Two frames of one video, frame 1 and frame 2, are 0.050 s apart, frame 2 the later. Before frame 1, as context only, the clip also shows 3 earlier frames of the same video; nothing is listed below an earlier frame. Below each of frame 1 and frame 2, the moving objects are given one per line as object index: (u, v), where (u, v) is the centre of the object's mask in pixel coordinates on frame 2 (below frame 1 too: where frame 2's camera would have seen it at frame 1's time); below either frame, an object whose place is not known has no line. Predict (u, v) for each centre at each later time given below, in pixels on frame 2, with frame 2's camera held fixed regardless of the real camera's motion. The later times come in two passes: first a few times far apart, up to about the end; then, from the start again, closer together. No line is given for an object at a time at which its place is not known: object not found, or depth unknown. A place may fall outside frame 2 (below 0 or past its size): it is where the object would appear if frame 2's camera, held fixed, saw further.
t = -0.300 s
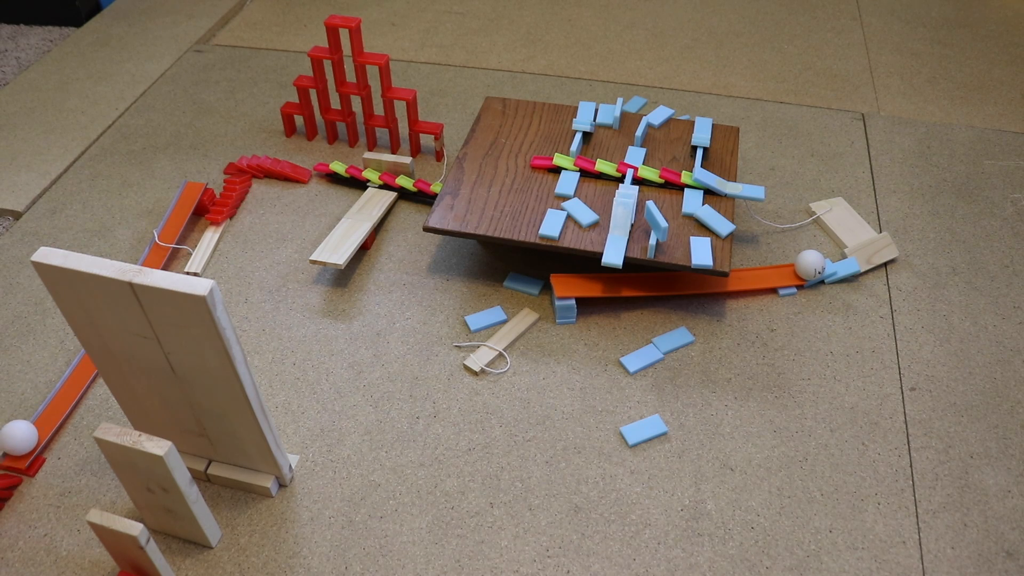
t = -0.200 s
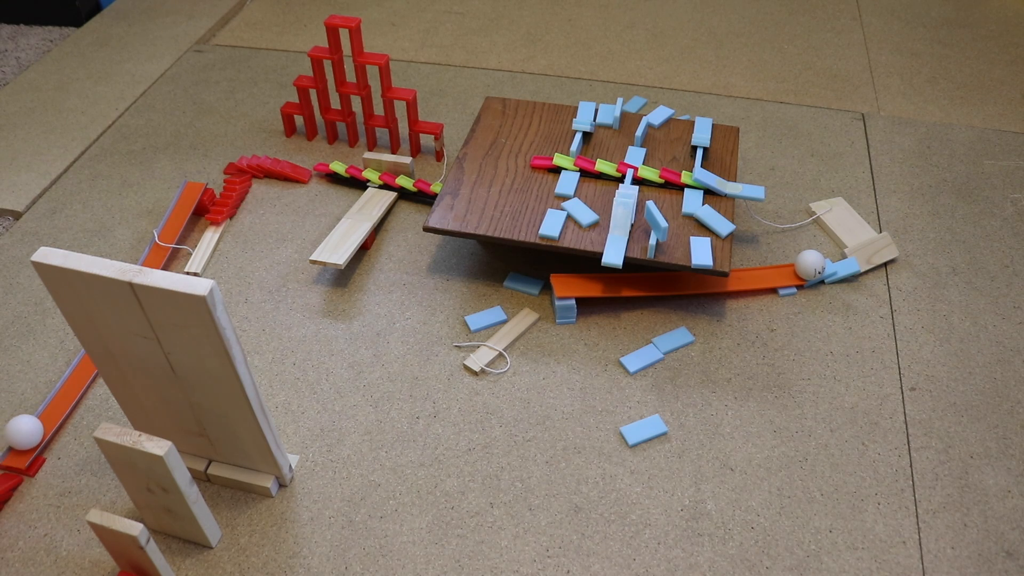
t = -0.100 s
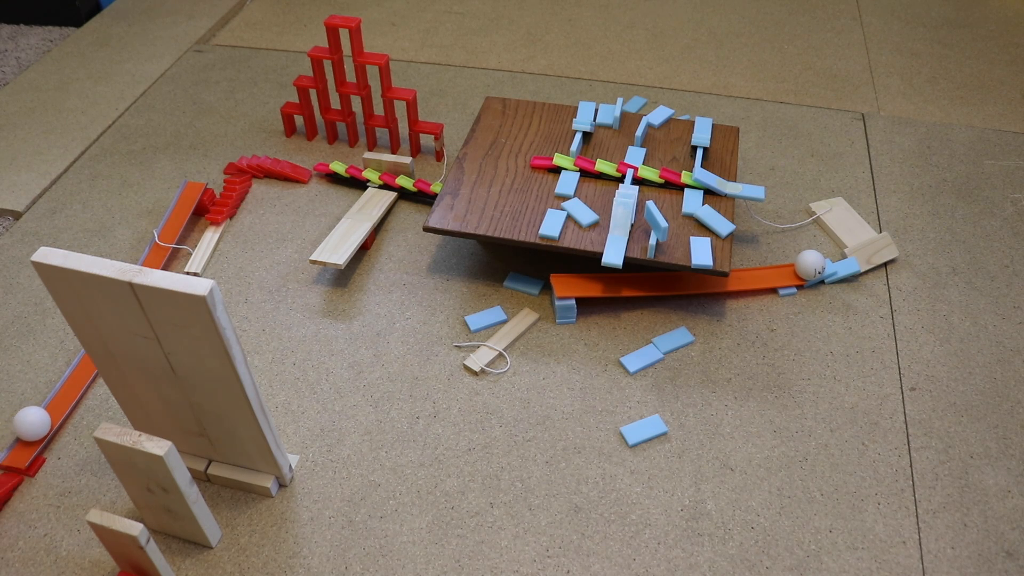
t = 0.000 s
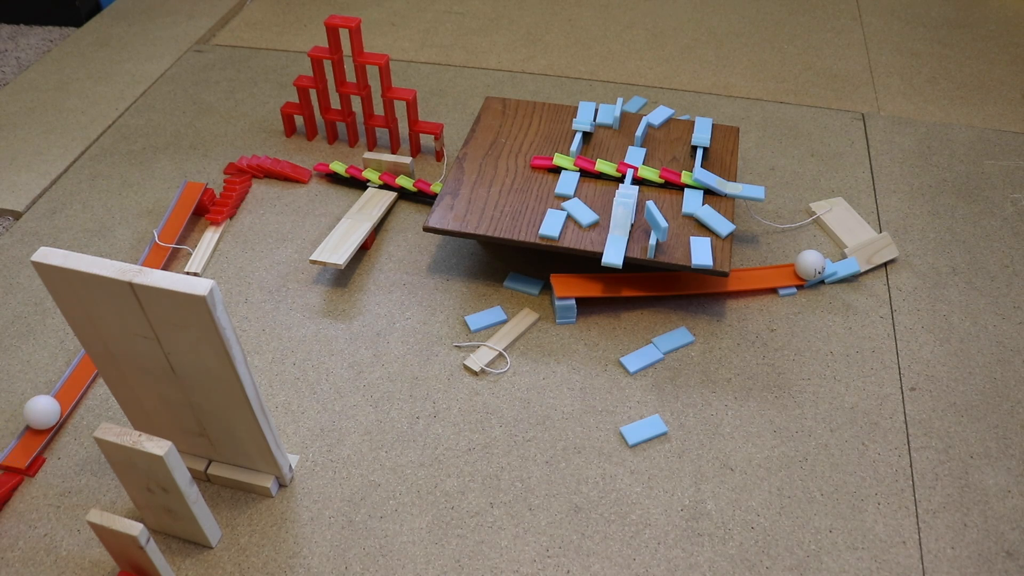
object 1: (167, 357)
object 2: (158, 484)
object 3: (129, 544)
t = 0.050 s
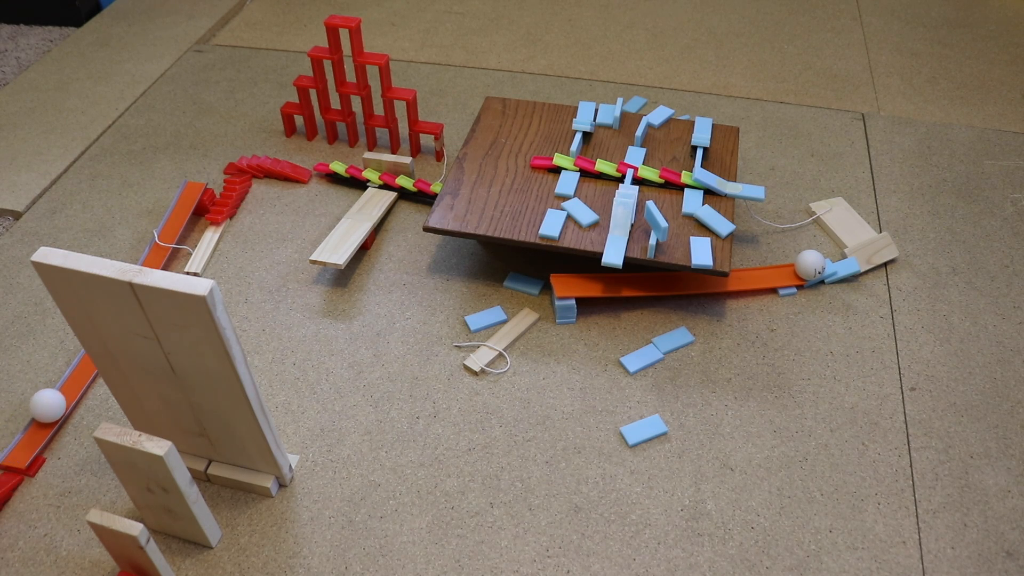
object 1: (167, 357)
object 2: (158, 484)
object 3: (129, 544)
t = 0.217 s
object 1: (167, 357)
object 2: (159, 483)
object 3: (134, 536)
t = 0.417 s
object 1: (167, 354)
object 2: (166, 468)
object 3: (153, 520)
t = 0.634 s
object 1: (168, 342)
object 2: (184, 446)
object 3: (164, 514)
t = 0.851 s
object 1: (181, 328)
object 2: (191, 441)
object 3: (167, 513)
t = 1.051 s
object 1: (211, 305)
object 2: (204, 433)
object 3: (173, 513)
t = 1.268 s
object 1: (287, 333)
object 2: (221, 431)
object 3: (179, 515)
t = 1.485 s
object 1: (291, 337)
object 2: (220, 434)
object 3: (179, 515)
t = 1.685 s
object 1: (291, 338)
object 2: (220, 434)
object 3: (179, 515)
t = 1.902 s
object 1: (291, 338)
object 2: (220, 434)
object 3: (179, 515)
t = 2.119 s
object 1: (291, 338)
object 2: (220, 434)
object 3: (179, 515)
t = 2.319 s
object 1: (291, 338)
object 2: (220, 434)
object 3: (179, 515)
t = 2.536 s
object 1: (291, 338)
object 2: (220, 434)
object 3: (179, 515)
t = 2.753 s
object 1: (291, 338)
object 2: (220, 434)
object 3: (179, 515)
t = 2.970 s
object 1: (291, 338)
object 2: (220, 434)
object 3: (179, 515)
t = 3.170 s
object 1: (291, 338)
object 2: (220, 434)
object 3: (179, 515)
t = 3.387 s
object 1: (291, 338)
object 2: (220, 434)
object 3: (179, 515)
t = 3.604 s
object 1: (291, 338)
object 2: (220, 434)
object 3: (179, 515)
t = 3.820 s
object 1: (291, 338)
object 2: (220, 434)
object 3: (179, 515)
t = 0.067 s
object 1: (167, 357)
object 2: (158, 484)
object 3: (129, 544)
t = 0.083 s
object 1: (167, 357)
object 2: (158, 484)
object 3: (129, 544)
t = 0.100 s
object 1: (167, 357)
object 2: (158, 484)
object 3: (129, 544)
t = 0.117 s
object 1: (167, 357)
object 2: (158, 484)
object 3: (129, 544)
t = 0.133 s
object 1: (167, 357)
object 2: (158, 484)
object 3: (129, 544)
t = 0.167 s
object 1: (167, 357)
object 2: (158, 484)
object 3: (129, 541)
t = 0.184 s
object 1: (167, 357)
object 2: (159, 484)
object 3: (131, 539)
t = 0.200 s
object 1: (167, 357)
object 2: (159, 483)
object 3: (132, 538)
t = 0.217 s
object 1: (167, 357)
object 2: (159, 483)
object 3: (134, 536)
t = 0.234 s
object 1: (167, 357)
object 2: (159, 482)
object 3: (136, 534)
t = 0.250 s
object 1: (167, 357)
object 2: (159, 482)
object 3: (138, 532)
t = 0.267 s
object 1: (167, 357)
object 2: (159, 480)
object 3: (141, 530)
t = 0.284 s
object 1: (167, 357)
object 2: (160, 479)
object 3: (143, 527)
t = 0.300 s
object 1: (167, 357)
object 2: (160, 478)
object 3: (147, 524)
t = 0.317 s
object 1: (167, 357)
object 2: (161, 477)
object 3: (148, 523)
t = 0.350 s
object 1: (167, 356)
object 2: (162, 475)
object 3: (148, 523)
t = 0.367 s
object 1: (167, 356)
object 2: (163, 473)
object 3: (150, 522)
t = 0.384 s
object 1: (167, 355)
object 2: (164, 472)
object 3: (151, 521)
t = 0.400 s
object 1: (167, 355)
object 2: (165, 470)
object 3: (152, 521)
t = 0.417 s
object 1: (167, 354)
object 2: (166, 468)
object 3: (153, 520)
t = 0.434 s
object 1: (167, 353)
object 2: (167, 466)
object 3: (154, 519)
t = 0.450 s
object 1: (167, 353)
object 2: (169, 464)
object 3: (155, 519)
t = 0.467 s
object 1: (168, 352)
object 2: (170, 462)
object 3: (156, 518)
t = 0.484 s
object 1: (167, 350)
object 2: (172, 459)
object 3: (158, 517)
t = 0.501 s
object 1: (167, 349)
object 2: (174, 456)
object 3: (159, 517)
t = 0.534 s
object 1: (166, 347)
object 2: (180, 449)
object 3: (163, 515)
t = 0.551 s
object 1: (166, 346)
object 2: (182, 447)
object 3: (163, 515)
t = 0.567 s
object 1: (166, 345)
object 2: (183, 447)
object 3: (164, 515)
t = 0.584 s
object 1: (167, 345)
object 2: (183, 447)
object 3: (164, 515)
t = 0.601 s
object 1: (167, 344)
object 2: (183, 447)
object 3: (164, 514)
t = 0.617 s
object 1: (168, 343)
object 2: (184, 447)
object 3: (164, 514)
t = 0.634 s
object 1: (168, 342)
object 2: (184, 446)
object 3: (164, 514)
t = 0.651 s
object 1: (169, 341)
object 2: (185, 446)
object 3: (164, 514)
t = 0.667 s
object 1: (170, 340)
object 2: (185, 446)
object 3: (165, 514)
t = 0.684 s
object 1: (171, 339)
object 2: (186, 445)
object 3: (165, 514)
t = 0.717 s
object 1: (173, 337)
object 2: (187, 445)
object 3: (165, 514)
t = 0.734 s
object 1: (173, 336)
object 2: (187, 444)
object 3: (165, 514)
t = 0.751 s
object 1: (174, 335)
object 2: (187, 444)
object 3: (166, 514)
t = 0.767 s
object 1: (176, 334)
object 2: (188, 443)
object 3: (166, 513)
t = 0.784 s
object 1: (177, 333)
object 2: (188, 443)
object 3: (166, 514)
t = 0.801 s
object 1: (178, 332)
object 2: (189, 442)
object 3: (166, 514)
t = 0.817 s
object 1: (179, 330)
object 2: (189, 442)
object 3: (167, 514)
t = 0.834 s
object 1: (180, 329)
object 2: (190, 441)
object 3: (167, 514)
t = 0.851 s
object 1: (181, 328)
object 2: (191, 441)
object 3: (167, 513)
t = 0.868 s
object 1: (183, 326)
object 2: (191, 440)
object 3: (167, 513)
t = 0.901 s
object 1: (186, 323)
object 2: (193, 439)
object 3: (168, 513)
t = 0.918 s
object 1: (188, 321)
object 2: (194, 439)
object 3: (169, 513)
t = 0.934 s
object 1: (190, 319)
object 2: (195, 438)
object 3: (169, 513)
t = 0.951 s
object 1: (192, 317)
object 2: (196, 437)
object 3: (169, 513)
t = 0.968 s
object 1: (195, 315)
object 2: (197, 436)
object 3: (170, 513)
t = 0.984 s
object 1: (198, 313)
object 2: (198, 436)
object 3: (170, 513)
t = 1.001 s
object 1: (201, 311)
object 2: (199, 435)
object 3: (171, 513)
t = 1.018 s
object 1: (204, 309)
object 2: (201, 435)
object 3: (172, 513)
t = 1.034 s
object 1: (207, 307)
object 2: (202, 434)
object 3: (172, 513)
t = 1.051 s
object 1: (211, 305)
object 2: (204, 433)
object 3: (173, 513)
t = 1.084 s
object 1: (220, 301)
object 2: (207, 432)
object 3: (174, 513)
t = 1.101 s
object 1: (225, 299)
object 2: (209, 432)
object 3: (175, 513)
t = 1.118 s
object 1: (230, 298)
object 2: (211, 432)
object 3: (176, 514)
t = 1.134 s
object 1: (235, 297)
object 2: (213, 431)
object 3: (176, 514)
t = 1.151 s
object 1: (240, 300)
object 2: (215, 432)
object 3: (177, 514)
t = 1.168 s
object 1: (246, 301)
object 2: (217, 431)
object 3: (178, 514)
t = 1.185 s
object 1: (253, 302)
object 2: (218, 431)
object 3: (178, 514)
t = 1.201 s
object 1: (261, 302)
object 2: (219, 430)
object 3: (179, 514)
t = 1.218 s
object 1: (267, 309)
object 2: (220, 431)
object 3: (179, 514)
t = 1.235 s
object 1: (274, 314)
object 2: (221, 431)
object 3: (179, 514)
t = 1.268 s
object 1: (287, 333)
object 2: (221, 431)
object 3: (179, 515)
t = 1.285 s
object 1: (292, 335)
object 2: (221, 431)
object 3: (179, 515)
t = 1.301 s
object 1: (291, 333)
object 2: (220, 431)
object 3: (179, 515)
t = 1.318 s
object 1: (290, 332)
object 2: (220, 432)
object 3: (179, 515)
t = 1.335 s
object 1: (290, 332)
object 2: (220, 432)
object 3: (179, 515)
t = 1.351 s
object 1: (290, 333)
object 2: (220, 433)
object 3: (179, 515)
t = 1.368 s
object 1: (291, 334)
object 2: (220, 433)
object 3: (179, 515)
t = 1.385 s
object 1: (291, 335)
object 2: (220, 433)
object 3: (179, 515)
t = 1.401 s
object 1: (291, 335)
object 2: (220, 433)
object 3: (179, 515)
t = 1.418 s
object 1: (291, 336)
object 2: (220, 434)
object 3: (179, 515)
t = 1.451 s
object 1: (292, 337)
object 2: (220, 434)
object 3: (179, 515)
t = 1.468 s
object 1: (291, 337)
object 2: (220, 434)
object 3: (179, 515)
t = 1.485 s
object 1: (291, 337)
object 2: (220, 434)
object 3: (179, 515)
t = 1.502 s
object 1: (291, 338)
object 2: (220, 434)
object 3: (179, 515)
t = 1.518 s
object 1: (291, 338)
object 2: (220, 434)
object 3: (179, 515)
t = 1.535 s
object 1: (291, 338)
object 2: (220, 434)
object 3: (179, 515)
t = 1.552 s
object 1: (291, 338)
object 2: (220, 434)
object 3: (179, 515)
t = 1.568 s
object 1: (291, 338)
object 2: (220, 434)
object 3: (179, 515)
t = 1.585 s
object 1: (291, 338)
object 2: (220, 434)
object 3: (179, 515)
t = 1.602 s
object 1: (291, 338)
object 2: (220, 434)
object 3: (179, 515)
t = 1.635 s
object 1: (291, 338)
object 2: (220, 434)
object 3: (179, 515)
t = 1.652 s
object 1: (291, 338)
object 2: (220, 434)
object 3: (179, 515)
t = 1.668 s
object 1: (291, 338)
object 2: (220, 434)
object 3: (179, 515)
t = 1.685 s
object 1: (291, 338)
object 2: (220, 434)
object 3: (179, 515)
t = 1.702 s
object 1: (291, 338)
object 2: (220, 434)
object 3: (179, 515)
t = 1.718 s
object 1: (291, 338)
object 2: (220, 434)
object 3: (179, 515)
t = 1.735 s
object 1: (291, 338)
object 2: (220, 434)
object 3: (179, 515)
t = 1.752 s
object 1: (291, 338)
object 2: (220, 434)
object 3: (179, 515)
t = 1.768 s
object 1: (291, 338)
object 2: (220, 434)
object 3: (179, 515)
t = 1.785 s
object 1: (291, 338)
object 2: (220, 434)
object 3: (179, 515)
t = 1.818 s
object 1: (291, 338)
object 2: (220, 434)
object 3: (179, 515)
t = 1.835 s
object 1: (291, 338)
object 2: (220, 434)
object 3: (179, 515)
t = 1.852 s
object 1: (291, 338)
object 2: (220, 434)
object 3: (179, 515)
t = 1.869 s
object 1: (291, 338)
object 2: (220, 434)
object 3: (179, 515)
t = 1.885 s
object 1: (291, 338)
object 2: (220, 434)
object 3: (179, 515)
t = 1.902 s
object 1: (291, 338)
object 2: (220, 434)
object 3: (179, 515)
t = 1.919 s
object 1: (291, 338)
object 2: (220, 434)
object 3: (179, 515)
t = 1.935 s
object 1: (291, 338)
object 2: (220, 434)
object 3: (179, 515)
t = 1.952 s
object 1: (291, 338)
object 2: (220, 434)
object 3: (179, 515)
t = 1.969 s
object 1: (291, 338)
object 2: (220, 434)
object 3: (179, 515)
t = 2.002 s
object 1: (291, 338)
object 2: (220, 434)
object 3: (179, 515)
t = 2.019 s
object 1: (291, 338)
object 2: (220, 434)
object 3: (179, 515)
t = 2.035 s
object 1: (291, 338)
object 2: (220, 434)
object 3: (179, 515)
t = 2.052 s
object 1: (291, 338)
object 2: (220, 434)
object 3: (179, 515)
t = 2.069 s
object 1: (291, 338)
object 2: (220, 434)
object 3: (179, 515)
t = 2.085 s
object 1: (291, 338)
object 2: (220, 434)
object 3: (179, 515)
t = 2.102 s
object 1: (291, 338)
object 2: (220, 434)
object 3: (179, 515)
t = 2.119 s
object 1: (291, 338)
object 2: (220, 434)
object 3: (179, 515)
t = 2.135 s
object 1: (291, 338)
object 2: (220, 434)
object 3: (179, 515)
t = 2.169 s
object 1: (291, 338)
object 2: (220, 434)
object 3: (179, 515)
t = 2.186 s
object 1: (291, 338)
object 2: (220, 434)
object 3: (179, 515)
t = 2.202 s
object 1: (291, 338)
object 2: (220, 434)
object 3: (179, 515)
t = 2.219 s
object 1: (291, 338)
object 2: (220, 434)
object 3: (179, 515)
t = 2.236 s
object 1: (291, 338)
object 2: (220, 434)
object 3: (179, 515)
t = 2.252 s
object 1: (291, 338)
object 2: (220, 434)
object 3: (179, 515)
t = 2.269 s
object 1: (291, 338)
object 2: (220, 434)
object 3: (179, 515)
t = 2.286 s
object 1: (291, 338)
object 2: (220, 434)
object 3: (179, 515)
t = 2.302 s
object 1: (291, 338)
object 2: (220, 434)
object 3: (179, 515)
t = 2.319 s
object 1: (291, 338)
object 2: (220, 434)
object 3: (179, 515)
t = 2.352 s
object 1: (291, 338)
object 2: (220, 434)
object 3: (179, 515)
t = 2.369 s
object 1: (291, 338)
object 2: (220, 434)
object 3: (179, 515)
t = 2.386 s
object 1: (291, 338)
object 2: (220, 434)
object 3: (179, 515)
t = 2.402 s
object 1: (291, 338)
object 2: (220, 434)
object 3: (179, 515)
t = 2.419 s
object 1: (291, 338)
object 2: (220, 434)
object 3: (179, 515)
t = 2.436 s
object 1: (291, 338)
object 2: (220, 434)
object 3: (179, 515)
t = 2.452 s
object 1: (291, 338)
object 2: (220, 434)
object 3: (179, 515)
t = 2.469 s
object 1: (291, 338)
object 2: (220, 434)
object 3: (179, 515)
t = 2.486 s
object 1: (291, 338)
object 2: (220, 434)
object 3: (179, 515)
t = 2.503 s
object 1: (291, 338)
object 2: (220, 434)
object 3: (179, 515)
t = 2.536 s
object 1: (291, 338)
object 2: (220, 434)
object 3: (179, 515)
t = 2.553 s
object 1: (291, 338)
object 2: (220, 434)
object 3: (179, 515)
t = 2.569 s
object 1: (291, 338)
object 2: (220, 435)
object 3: (179, 515)
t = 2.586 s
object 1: (291, 338)
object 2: (220, 434)
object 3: (179, 515)
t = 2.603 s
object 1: (291, 338)
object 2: (220, 434)
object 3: (179, 515)
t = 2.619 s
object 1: (291, 338)
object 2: (220, 434)
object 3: (179, 515)
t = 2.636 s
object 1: (291, 338)
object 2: (220, 434)
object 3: (179, 515)
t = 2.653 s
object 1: (291, 338)
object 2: (220, 434)
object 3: (179, 515)
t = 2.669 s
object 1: (291, 338)
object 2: (220, 434)
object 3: (179, 515)
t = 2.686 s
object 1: (291, 338)
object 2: (220, 434)
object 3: (179, 515)
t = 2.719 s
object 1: (291, 338)
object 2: (220, 434)
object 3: (179, 515)
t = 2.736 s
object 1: (291, 338)
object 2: (220, 434)
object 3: (179, 515)
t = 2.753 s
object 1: (291, 338)
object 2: (220, 434)
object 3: (179, 515)
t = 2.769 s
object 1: (291, 338)
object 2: (220, 434)
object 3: (179, 515)
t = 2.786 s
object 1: (291, 338)
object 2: (220, 434)
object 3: (179, 515)
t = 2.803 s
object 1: (291, 338)
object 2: (220, 434)
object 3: (179, 515)
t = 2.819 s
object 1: (291, 338)
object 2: (220, 434)
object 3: (179, 515)
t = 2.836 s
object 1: (291, 338)
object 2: (220, 434)
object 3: (179, 515)
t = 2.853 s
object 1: (291, 338)
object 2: (220, 434)
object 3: (179, 515)
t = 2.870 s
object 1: (291, 338)
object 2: (220, 434)
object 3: (179, 515)
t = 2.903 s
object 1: (291, 338)
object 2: (220, 434)
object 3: (179, 515)
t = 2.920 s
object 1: (291, 338)
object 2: (220, 434)
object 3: (179, 515)
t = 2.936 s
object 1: (291, 338)
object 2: (220, 434)
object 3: (179, 515)
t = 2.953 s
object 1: (291, 338)
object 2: (220, 434)
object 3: (179, 515)
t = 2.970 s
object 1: (291, 338)
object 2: (220, 434)
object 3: (179, 515)
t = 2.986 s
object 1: (291, 338)
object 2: (220, 434)
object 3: (179, 515)
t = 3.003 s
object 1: (291, 338)
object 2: (220, 434)
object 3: (179, 515)
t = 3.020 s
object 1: (291, 338)
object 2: (220, 434)
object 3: (179, 515)
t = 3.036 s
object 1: (291, 338)
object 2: (220, 434)
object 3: (179, 515)
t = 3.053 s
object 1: (291, 338)
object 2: (220, 434)
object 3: (179, 515)
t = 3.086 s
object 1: (291, 338)
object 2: (220, 434)
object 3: (179, 515)
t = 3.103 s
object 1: (291, 338)
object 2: (220, 434)
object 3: (179, 515)
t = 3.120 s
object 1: (291, 338)
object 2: (220, 434)
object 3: (179, 515)
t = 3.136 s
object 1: (291, 338)
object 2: (220, 434)
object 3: (179, 515)
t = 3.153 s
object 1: (291, 338)
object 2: (220, 434)
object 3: (179, 515)
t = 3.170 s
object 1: (291, 338)
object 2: (220, 434)
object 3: (179, 515)
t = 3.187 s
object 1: (291, 338)
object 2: (220, 434)
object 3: (179, 515)
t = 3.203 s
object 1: (291, 338)
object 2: (220, 434)
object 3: (179, 515)
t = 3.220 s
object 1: (291, 338)
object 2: (220, 434)
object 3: (179, 515)
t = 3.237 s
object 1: (291, 338)
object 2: (220, 434)
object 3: (179, 515)
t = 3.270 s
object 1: (291, 338)
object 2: (220, 434)
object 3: (179, 515)
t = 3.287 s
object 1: (291, 338)
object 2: (220, 434)
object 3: (179, 515)
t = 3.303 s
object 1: (291, 338)
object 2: (220, 434)
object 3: (179, 515)
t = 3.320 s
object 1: (291, 338)
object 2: (220, 434)
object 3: (179, 515)
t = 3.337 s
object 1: (291, 338)
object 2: (220, 434)
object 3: (179, 515)
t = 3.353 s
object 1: (291, 338)
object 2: (220, 434)
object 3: (179, 515)
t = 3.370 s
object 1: (291, 338)
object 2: (220, 434)
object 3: (179, 515)
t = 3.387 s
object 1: (291, 338)
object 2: (220, 434)
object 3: (179, 515)
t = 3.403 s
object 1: (291, 338)
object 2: (220, 434)
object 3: (179, 515)
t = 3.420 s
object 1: (291, 338)
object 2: (220, 434)
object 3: (179, 515)
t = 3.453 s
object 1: (291, 338)
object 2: (220, 434)
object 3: (179, 515)
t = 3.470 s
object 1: (291, 338)
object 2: (220, 434)
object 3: (179, 515)
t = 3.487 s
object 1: (291, 338)
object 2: (220, 434)
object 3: (179, 515)
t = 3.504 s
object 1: (291, 338)
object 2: (220, 434)
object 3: (179, 515)
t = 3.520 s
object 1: (291, 338)
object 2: (220, 434)
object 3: (179, 515)
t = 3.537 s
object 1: (291, 338)
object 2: (220, 434)
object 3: (179, 515)
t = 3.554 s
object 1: (291, 338)
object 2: (220, 434)
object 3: (179, 515)
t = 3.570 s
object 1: (291, 338)
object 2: (220, 434)
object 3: (179, 515)
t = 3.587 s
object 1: (291, 338)
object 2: (220, 434)
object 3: (179, 515)
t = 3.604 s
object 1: (291, 338)
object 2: (220, 434)
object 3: (179, 515)
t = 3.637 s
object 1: (291, 338)
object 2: (220, 434)
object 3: (179, 515)
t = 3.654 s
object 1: (291, 338)
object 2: (220, 434)
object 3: (179, 515)
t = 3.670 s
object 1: (291, 338)
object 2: (220, 434)
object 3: (179, 515)
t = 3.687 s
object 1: (291, 338)
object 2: (220, 434)
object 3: (179, 515)
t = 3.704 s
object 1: (291, 338)
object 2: (220, 434)
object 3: (179, 515)
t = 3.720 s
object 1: (291, 338)
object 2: (220, 434)
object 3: (179, 515)
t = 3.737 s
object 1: (291, 338)
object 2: (220, 434)
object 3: (179, 515)
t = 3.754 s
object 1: (291, 338)
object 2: (220, 434)
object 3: (179, 515)
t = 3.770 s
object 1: (291, 338)
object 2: (220, 434)
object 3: (179, 515)
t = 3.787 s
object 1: (291, 338)
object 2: (220, 434)
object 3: (179, 515)
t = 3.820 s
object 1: (291, 338)
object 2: (220, 434)
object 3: (179, 515)
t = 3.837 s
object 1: (291, 338)
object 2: (220, 434)
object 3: (179, 515)
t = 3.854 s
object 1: (291, 338)
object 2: (220, 434)
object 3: (179, 515)
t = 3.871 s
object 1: (291, 338)
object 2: (220, 435)
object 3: (179, 515)
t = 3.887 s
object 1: (291, 338)
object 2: (220, 435)
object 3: (179, 515)
